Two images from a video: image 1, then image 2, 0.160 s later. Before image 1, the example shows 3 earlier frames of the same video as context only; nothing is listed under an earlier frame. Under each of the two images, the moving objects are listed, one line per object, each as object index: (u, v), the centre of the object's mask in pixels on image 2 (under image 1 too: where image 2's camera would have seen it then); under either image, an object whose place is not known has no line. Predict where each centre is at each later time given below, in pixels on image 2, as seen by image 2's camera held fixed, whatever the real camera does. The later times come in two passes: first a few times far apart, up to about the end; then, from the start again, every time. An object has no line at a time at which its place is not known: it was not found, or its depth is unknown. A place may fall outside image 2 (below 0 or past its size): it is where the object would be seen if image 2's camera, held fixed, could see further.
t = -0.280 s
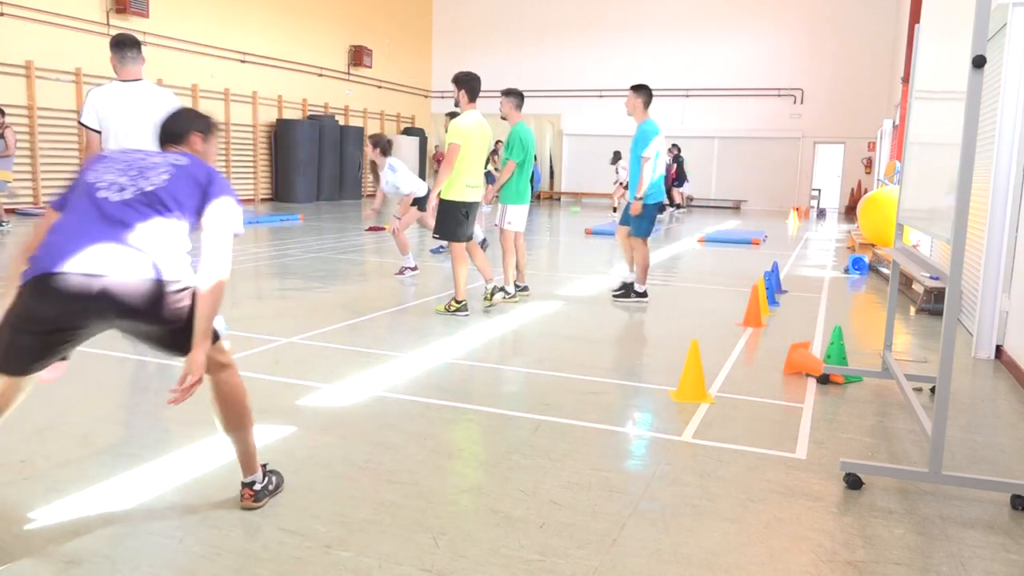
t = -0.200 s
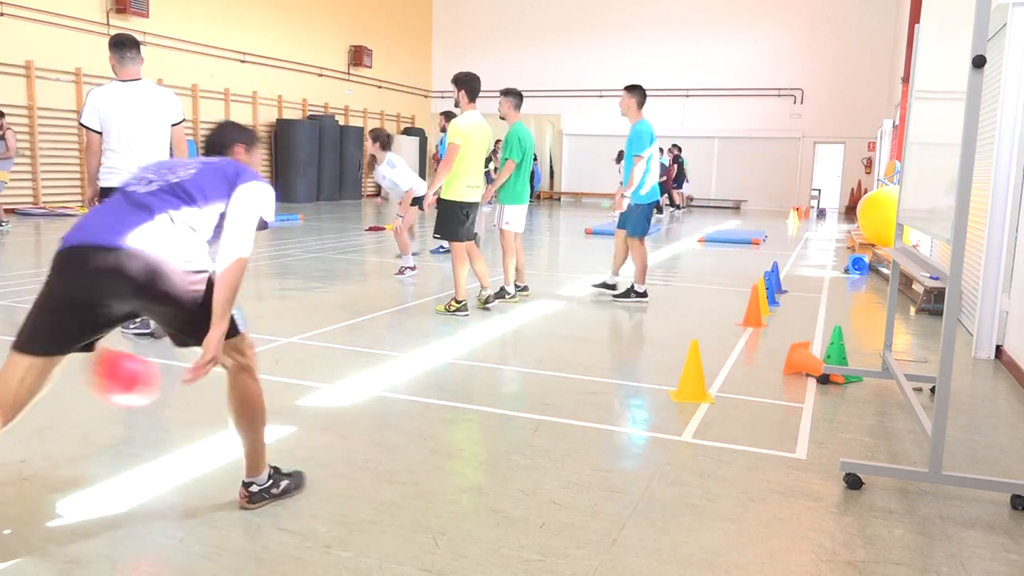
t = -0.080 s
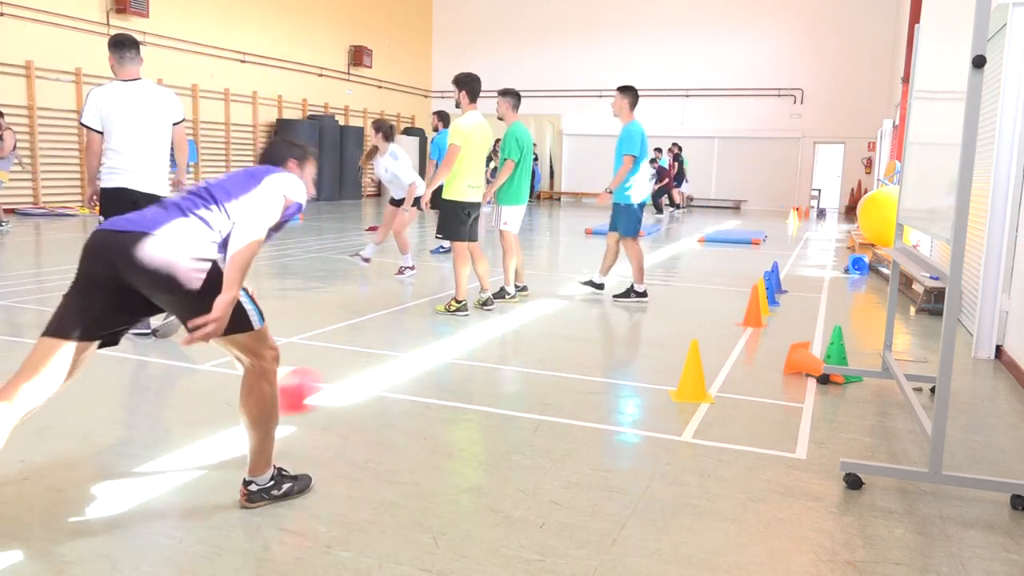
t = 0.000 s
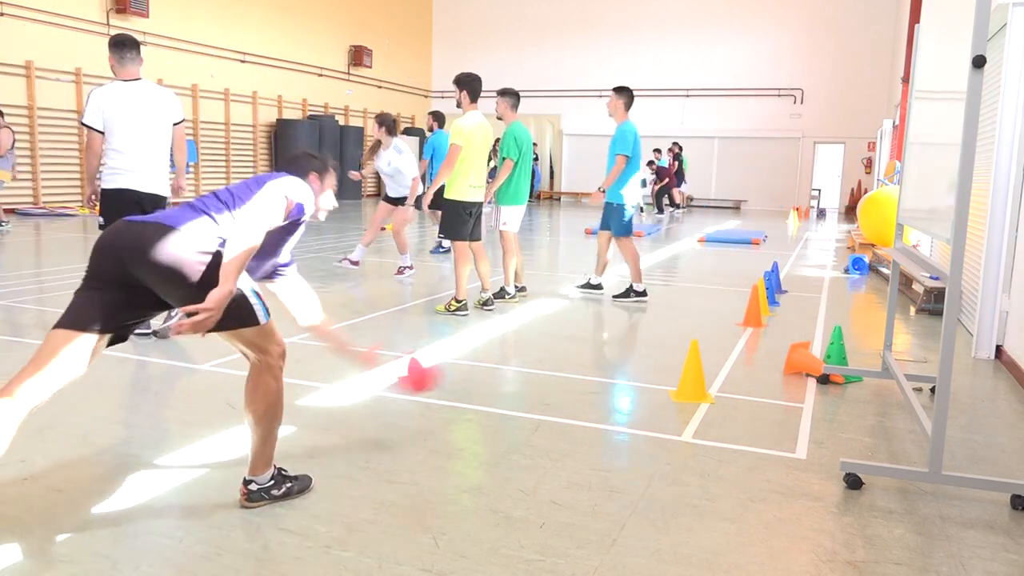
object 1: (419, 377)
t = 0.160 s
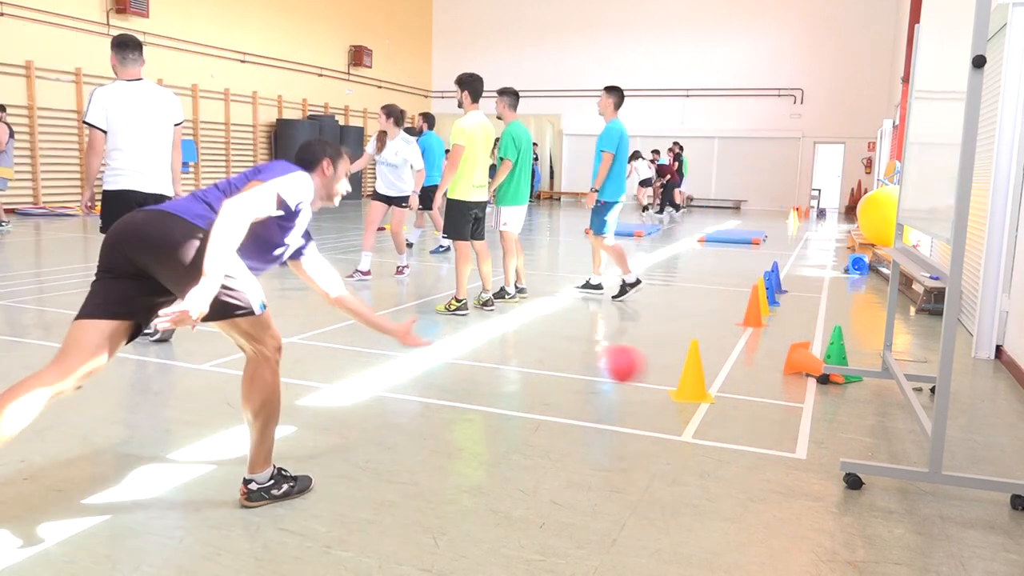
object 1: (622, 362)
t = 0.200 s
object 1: (665, 369)
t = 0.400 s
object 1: (816, 357)
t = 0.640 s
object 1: (849, 306)
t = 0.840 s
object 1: (793, 301)
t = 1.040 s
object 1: (732, 372)
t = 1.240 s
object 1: (725, 328)
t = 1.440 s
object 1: (715, 347)
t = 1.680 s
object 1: (708, 340)
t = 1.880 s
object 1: (707, 359)
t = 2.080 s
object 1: (688, 349)
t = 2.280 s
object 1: (679, 349)
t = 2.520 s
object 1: (674, 354)
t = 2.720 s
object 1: (670, 350)
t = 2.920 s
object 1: (665, 349)
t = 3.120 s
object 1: (661, 348)
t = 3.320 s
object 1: (659, 346)
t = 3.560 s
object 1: (658, 345)
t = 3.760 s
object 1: (658, 344)
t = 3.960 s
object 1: (658, 344)
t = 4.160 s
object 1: (659, 343)
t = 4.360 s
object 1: (661, 342)
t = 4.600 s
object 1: (663, 342)
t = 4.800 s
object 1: (666, 341)
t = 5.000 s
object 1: (669, 340)
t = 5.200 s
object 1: (672, 339)
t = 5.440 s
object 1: (676, 338)
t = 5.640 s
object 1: (678, 338)
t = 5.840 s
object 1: (681, 337)
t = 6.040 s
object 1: (683, 337)
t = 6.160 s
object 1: (684, 336)
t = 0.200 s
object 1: (665, 369)
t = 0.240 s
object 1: (707, 380)
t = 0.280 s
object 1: (745, 392)
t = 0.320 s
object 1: (769, 379)
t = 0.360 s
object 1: (792, 366)
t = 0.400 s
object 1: (816, 357)
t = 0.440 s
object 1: (838, 349)
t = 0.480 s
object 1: (857, 346)
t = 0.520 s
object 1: (876, 343)
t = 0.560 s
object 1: (869, 327)
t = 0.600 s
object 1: (859, 315)
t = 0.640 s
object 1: (849, 306)
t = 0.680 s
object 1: (838, 299)
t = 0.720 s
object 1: (827, 295)
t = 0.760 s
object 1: (816, 294)
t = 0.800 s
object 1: (804, 296)
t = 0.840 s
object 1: (793, 301)
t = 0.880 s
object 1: (782, 309)
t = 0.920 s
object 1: (769, 321)
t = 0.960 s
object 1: (757, 335)
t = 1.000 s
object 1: (744, 351)
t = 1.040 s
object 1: (732, 372)
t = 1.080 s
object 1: (729, 364)
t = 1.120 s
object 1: (729, 351)
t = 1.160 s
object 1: (727, 340)
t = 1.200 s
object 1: (726, 333)
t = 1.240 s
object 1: (725, 328)
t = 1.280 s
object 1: (723, 326)
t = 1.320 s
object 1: (721, 327)
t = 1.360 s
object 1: (719, 331)
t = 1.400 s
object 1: (718, 338)
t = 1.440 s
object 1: (715, 347)
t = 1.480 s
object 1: (714, 358)
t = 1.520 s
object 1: (713, 366)
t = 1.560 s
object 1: (712, 355)
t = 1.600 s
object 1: (711, 347)
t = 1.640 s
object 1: (709, 342)
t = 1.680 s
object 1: (708, 340)
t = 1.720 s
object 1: (707, 340)
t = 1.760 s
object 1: (706, 343)
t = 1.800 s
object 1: (707, 349)
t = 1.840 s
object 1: (707, 358)
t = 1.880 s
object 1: (707, 359)
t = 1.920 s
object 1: (700, 351)
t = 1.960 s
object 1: (699, 346)
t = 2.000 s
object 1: (698, 342)
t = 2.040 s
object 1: (689, 345)
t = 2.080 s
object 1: (688, 349)
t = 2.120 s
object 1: (681, 356)
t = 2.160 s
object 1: (680, 356)
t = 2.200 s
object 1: (680, 351)
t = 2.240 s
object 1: (680, 349)
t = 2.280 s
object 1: (679, 349)
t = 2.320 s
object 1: (678, 352)
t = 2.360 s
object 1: (676, 356)
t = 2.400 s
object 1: (676, 352)
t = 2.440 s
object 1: (676, 350)
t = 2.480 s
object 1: (675, 351)
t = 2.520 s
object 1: (674, 354)
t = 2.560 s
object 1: (673, 352)
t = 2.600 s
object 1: (673, 350)
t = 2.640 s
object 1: (672, 351)
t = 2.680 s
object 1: (671, 353)
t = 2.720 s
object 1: (670, 350)
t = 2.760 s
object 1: (669, 351)
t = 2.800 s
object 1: (668, 351)
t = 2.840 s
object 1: (667, 350)
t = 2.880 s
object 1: (666, 350)
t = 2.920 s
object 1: (665, 349)
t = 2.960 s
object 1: (664, 349)
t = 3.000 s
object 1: (663, 349)
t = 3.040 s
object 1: (663, 348)
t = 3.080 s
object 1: (662, 348)
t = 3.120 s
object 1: (661, 348)
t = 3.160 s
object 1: (661, 348)
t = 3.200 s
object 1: (660, 347)
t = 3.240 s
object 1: (660, 347)
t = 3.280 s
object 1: (660, 347)
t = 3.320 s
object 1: (659, 346)
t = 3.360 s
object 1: (659, 346)
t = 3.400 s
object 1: (659, 346)
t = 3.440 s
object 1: (659, 345)
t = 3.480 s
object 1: (658, 345)
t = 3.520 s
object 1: (658, 345)
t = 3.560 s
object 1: (658, 345)
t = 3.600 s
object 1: (658, 345)
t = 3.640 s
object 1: (658, 345)
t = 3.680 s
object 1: (658, 344)
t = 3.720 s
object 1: (658, 344)
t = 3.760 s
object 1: (658, 344)
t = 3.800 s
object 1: (658, 344)
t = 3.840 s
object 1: (658, 344)
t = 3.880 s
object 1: (658, 344)
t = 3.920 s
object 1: (658, 344)
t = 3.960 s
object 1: (658, 344)
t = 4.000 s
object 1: (659, 343)
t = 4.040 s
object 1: (659, 343)
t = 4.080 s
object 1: (659, 343)
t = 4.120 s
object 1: (659, 343)
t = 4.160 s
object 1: (659, 343)
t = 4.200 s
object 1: (660, 343)
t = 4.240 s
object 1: (660, 342)
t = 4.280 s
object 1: (660, 342)
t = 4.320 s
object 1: (661, 342)
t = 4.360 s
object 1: (661, 342)
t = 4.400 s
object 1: (661, 342)
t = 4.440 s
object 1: (662, 342)
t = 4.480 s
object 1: (662, 342)
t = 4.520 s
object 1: (663, 342)
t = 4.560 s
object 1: (663, 342)
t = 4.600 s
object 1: (663, 342)
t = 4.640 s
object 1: (664, 341)
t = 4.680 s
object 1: (664, 341)
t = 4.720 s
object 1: (665, 341)
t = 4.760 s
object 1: (665, 341)
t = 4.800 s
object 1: (666, 341)
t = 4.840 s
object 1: (666, 341)
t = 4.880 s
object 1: (667, 341)
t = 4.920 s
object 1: (668, 340)
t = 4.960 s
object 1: (668, 340)
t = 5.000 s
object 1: (669, 340)
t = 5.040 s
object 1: (669, 340)
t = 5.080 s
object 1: (670, 340)
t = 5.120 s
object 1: (670, 340)
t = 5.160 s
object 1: (671, 340)
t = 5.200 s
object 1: (672, 339)
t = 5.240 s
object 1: (672, 339)
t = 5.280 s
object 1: (673, 339)
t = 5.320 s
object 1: (674, 339)
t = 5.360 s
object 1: (675, 339)
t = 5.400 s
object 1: (675, 339)
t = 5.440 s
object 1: (676, 338)
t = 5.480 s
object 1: (676, 338)
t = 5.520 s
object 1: (677, 338)
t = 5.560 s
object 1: (677, 338)
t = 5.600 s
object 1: (678, 338)
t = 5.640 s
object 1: (678, 338)
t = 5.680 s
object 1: (679, 338)
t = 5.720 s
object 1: (680, 337)
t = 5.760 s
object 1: (680, 337)
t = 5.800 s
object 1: (680, 337)
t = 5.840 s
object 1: (681, 337)
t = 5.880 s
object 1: (681, 337)
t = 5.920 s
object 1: (682, 337)
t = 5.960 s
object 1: (682, 337)
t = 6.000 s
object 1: (682, 337)
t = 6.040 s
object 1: (683, 337)
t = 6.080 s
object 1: (683, 337)
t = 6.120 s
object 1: (683, 336)
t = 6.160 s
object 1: (684, 336)
